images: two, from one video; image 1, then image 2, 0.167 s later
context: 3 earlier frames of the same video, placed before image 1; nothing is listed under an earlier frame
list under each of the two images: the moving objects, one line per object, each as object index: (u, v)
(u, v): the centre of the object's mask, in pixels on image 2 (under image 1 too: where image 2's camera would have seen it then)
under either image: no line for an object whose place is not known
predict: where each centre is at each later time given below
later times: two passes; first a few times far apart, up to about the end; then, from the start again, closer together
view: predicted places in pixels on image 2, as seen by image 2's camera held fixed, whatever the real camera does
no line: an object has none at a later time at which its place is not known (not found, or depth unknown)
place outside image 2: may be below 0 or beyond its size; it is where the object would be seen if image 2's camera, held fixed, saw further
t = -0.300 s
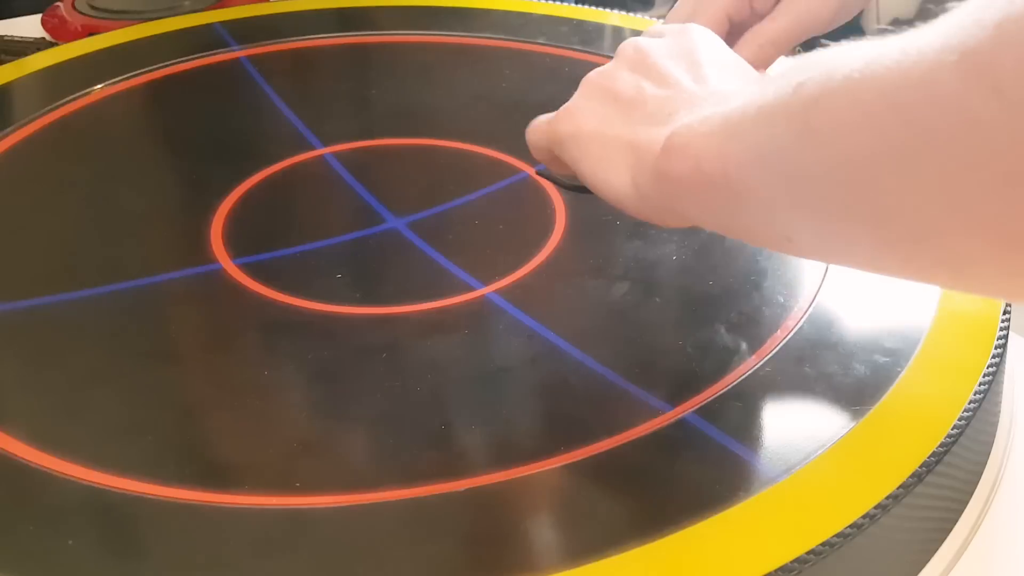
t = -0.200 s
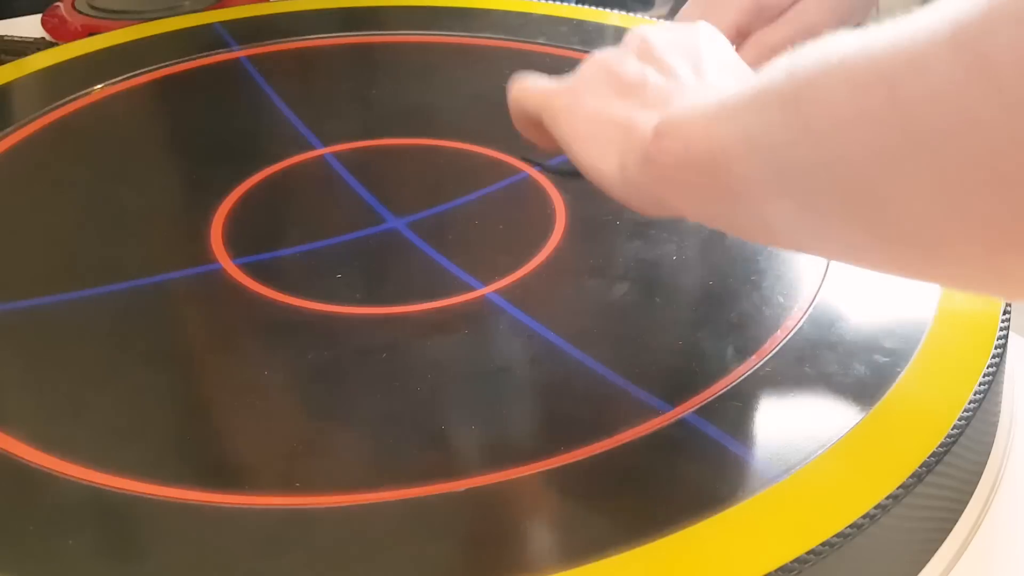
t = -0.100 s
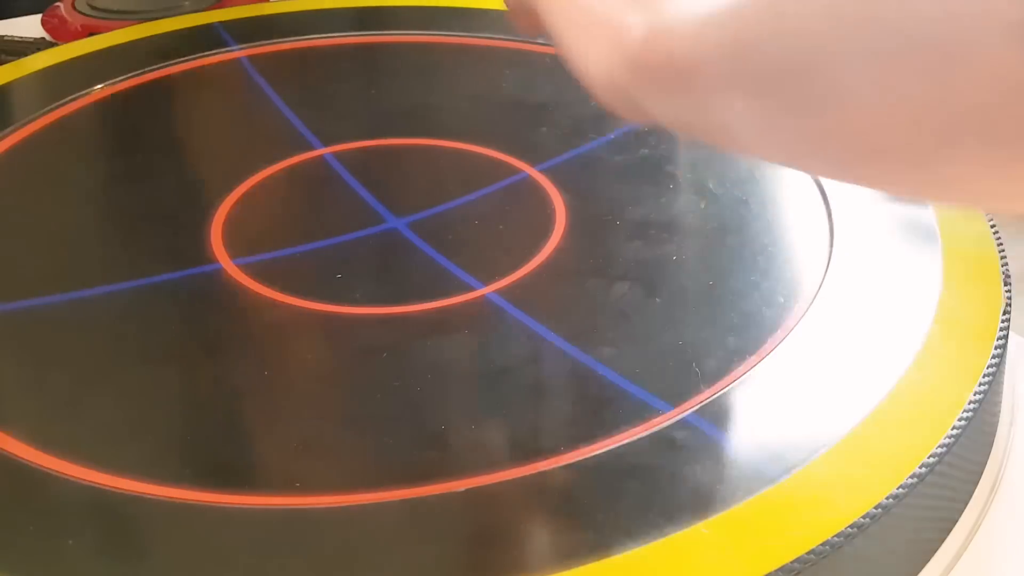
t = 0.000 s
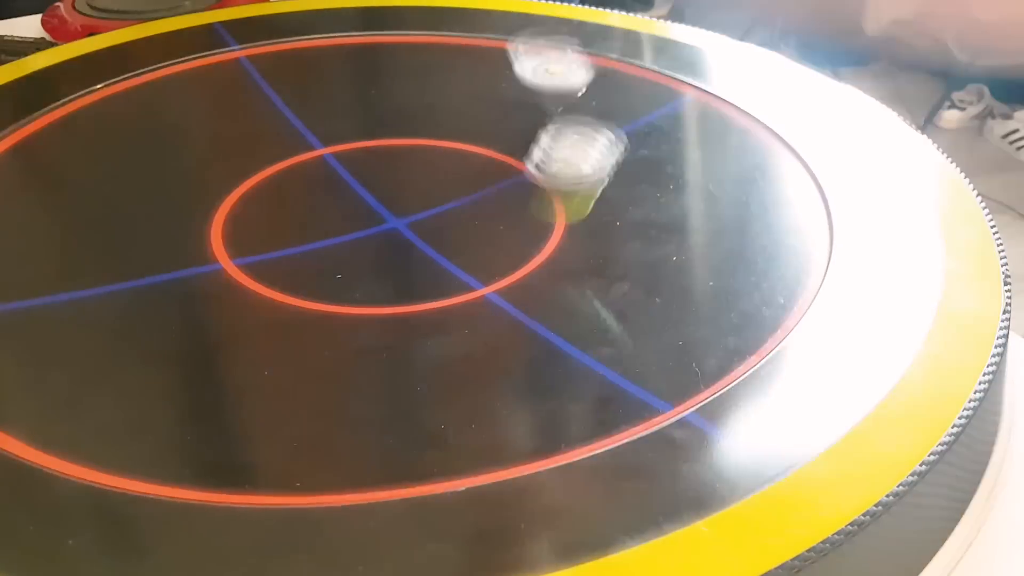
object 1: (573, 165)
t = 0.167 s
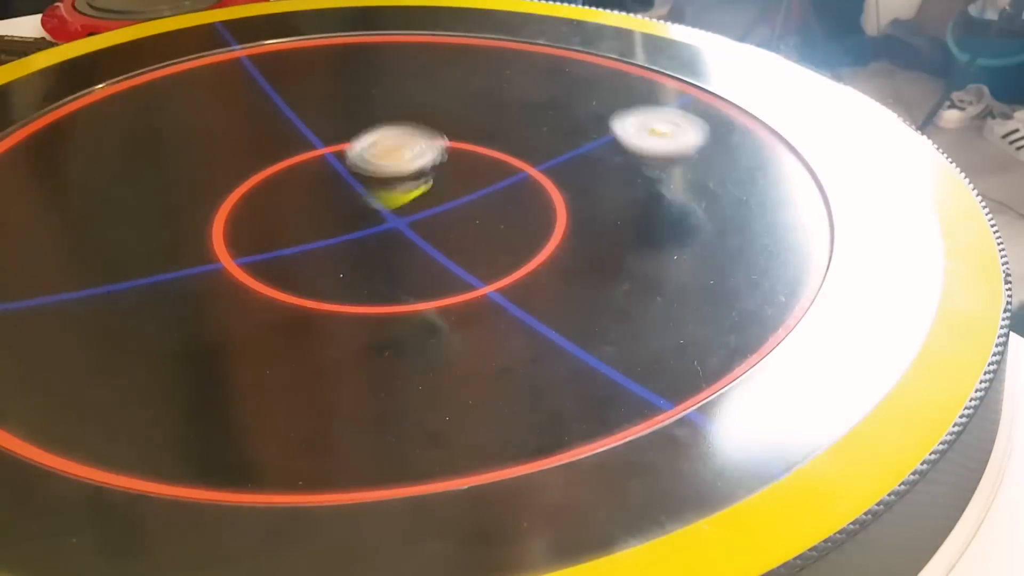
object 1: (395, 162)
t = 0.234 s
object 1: (334, 189)
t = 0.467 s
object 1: (209, 146)
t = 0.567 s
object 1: (186, 138)
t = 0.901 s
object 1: (177, 160)
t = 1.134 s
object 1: (268, 188)
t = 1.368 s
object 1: (423, 181)
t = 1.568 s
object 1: (489, 144)
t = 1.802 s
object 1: (458, 110)
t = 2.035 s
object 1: (403, 99)
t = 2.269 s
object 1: (372, 120)
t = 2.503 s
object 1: (382, 177)
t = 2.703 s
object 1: (453, 201)
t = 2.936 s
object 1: (532, 172)
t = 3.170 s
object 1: (447, 137)
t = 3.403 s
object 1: (329, 161)
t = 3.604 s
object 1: (353, 206)
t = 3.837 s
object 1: (456, 203)
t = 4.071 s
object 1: (457, 180)
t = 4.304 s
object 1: (404, 178)
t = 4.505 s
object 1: (361, 176)
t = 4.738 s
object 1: (378, 194)
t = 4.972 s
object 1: (387, 202)
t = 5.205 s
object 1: (381, 185)
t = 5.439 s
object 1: (378, 172)
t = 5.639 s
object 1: (379, 168)
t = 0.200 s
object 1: (362, 192)
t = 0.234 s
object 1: (334, 189)
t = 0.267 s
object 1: (306, 175)
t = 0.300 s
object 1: (283, 177)
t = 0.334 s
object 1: (262, 170)
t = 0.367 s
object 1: (246, 165)
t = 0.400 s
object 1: (231, 157)
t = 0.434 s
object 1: (219, 151)
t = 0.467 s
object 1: (209, 146)
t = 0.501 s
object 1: (200, 143)
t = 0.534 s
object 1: (193, 140)
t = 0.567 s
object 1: (186, 138)
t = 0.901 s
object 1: (177, 160)
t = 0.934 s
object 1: (184, 163)
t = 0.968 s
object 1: (193, 168)
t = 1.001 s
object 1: (205, 172)
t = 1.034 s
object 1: (217, 177)
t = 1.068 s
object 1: (231, 181)
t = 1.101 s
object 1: (248, 184)
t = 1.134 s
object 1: (268, 188)
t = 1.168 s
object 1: (290, 191)
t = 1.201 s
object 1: (315, 193)
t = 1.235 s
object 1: (339, 192)
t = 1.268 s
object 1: (363, 190)
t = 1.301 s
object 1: (385, 188)
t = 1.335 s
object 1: (405, 184)
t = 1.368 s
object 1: (423, 181)
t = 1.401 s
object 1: (439, 176)
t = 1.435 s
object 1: (454, 171)
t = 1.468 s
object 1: (467, 165)
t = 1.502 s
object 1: (477, 158)
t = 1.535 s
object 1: (485, 152)
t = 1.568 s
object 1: (489, 144)
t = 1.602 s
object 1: (492, 137)
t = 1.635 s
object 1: (491, 131)
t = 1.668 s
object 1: (488, 126)
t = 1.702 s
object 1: (482, 121)
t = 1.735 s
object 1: (475, 117)
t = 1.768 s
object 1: (467, 113)
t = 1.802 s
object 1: (458, 110)
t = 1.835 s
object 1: (448, 106)
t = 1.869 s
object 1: (439, 104)
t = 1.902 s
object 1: (430, 102)
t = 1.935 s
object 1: (421, 100)
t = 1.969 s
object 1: (414, 99)
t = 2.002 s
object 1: (408, 99)
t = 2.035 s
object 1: (403, 99)
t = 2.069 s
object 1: (399, 100)
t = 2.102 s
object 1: (394, 101)
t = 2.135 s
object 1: (389, 103)
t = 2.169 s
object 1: (385, 105)
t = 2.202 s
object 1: (380, 109)
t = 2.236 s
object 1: (376, 114)
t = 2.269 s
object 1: (372, 120)
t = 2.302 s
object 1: (367, 127)
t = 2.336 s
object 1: (364, 135)
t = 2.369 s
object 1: (362, 143)
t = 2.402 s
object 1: (362, 152)
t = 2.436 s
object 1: (366, 161)
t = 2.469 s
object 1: (372, 170)
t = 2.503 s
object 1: (382, 177)
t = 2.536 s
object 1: (392, 183)
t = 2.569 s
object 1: (402, 190)
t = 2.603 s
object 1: (412, 194)
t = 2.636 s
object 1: (424, 197)
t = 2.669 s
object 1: (438, 200)
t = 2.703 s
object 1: (453, 201)
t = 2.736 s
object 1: (470, 201)
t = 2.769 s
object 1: (486, 200)
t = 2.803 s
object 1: (502, 198)
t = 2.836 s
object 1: (517, 195)
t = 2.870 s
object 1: (531, 190)
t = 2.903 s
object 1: (534, 181)
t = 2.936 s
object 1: (532, 172)
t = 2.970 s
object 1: (528, 167)
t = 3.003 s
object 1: (520, 159)
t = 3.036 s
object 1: (510, 152)
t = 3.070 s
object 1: (497, 146)
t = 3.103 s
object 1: (482, 142)
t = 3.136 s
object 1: (466, 139)
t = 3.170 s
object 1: (447, 137)
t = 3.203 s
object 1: (429, 137)
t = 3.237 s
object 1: (410, 138)
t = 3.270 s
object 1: (392, 141)
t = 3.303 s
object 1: (375, 144)
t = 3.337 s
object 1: (358, 149)
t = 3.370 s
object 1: (342, 155)
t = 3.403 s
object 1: (329, 161)
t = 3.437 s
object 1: (319, 168)
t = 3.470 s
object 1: (316, 176)
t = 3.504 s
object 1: (323, 184)
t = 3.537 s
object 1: (330, 193)
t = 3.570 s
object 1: (341, 200)
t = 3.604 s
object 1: (353, 206)
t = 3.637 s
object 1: (367, 210)
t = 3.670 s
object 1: (382, 211)
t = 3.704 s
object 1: (399, 212)
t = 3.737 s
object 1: (415, 211)
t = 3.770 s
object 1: (431, 210)
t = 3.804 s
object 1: (445, 207)
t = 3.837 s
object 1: (456, 203)
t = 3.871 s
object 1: (465, 200)
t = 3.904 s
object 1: (469, 197)
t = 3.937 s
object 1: (471, 194)
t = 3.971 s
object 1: (470, 190)
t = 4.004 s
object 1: (466, 186)
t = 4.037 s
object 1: (461, 182)
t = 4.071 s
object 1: (457, 180)
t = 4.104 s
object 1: (452, 177)
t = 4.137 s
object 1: (447, 175)
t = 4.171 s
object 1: (442, 174)
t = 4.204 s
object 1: (433, 174)
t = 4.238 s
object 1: (424, 174)
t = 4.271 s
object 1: (414, 176)
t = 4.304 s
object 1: (404, 178)
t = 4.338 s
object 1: (395, 180)
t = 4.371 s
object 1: (386, 182)
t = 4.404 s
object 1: (378, 184)
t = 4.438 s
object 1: (369, 184)
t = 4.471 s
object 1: (362, 179)
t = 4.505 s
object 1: (361, 176)
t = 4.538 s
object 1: (362, 177)
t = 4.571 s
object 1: (362, 183)
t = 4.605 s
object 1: (362, 187)
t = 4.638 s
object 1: (364, 189)
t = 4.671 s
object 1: (368, 191)
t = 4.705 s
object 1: (373, 193)
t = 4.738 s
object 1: (378, 194)
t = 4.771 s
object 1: (381, 196)
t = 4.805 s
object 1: (383, 198)
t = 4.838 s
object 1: (386, 199)
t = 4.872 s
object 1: (387, 201)
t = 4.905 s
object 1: (388, 202)
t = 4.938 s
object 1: (388, 202)
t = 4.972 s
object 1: (387, 202)
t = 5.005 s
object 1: (385, 201)
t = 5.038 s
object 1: (385, 199)
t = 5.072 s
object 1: (385, 196)
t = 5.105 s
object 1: (385, 193)
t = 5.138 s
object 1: (383, 191)
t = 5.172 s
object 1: (382, 188)
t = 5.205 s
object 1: (381, 185)
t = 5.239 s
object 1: (381, 182)
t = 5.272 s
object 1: (380, 180)
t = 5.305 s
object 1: (380, 178)
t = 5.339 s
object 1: (379, 176)
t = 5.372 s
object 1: (379, 174)
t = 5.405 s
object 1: (379, 173)
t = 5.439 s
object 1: (378, 172)
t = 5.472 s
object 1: (378, 170)
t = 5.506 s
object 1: (378, 169)
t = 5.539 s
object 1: (378, 169)
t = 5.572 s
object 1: (378, 168)
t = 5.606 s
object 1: (379, 168)
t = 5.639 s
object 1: (379, 168)
